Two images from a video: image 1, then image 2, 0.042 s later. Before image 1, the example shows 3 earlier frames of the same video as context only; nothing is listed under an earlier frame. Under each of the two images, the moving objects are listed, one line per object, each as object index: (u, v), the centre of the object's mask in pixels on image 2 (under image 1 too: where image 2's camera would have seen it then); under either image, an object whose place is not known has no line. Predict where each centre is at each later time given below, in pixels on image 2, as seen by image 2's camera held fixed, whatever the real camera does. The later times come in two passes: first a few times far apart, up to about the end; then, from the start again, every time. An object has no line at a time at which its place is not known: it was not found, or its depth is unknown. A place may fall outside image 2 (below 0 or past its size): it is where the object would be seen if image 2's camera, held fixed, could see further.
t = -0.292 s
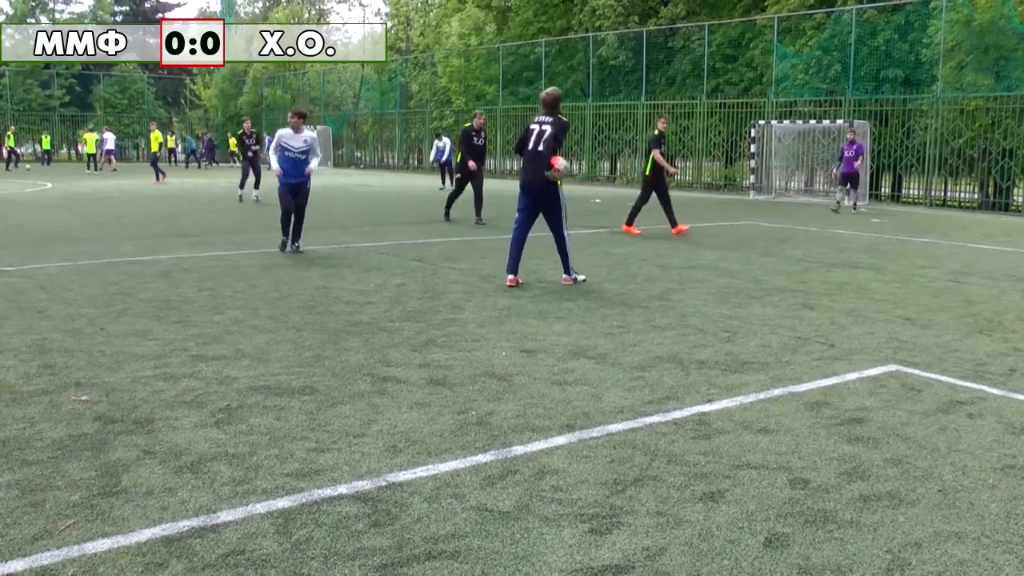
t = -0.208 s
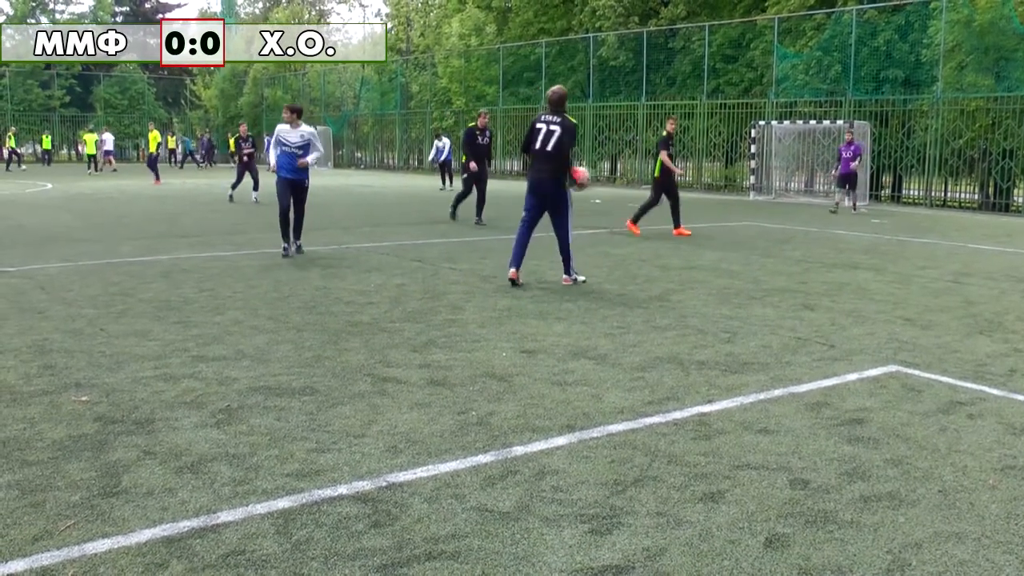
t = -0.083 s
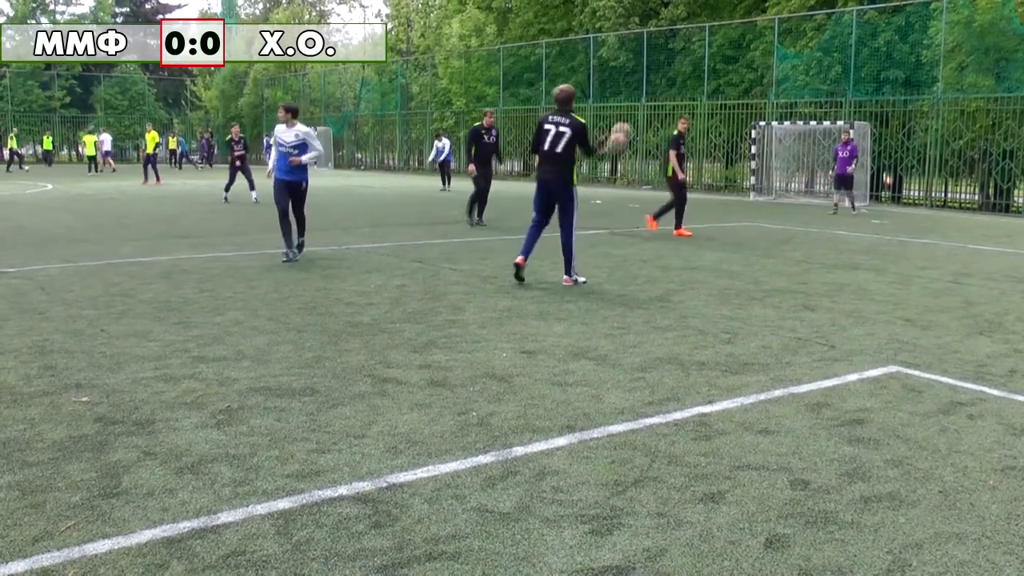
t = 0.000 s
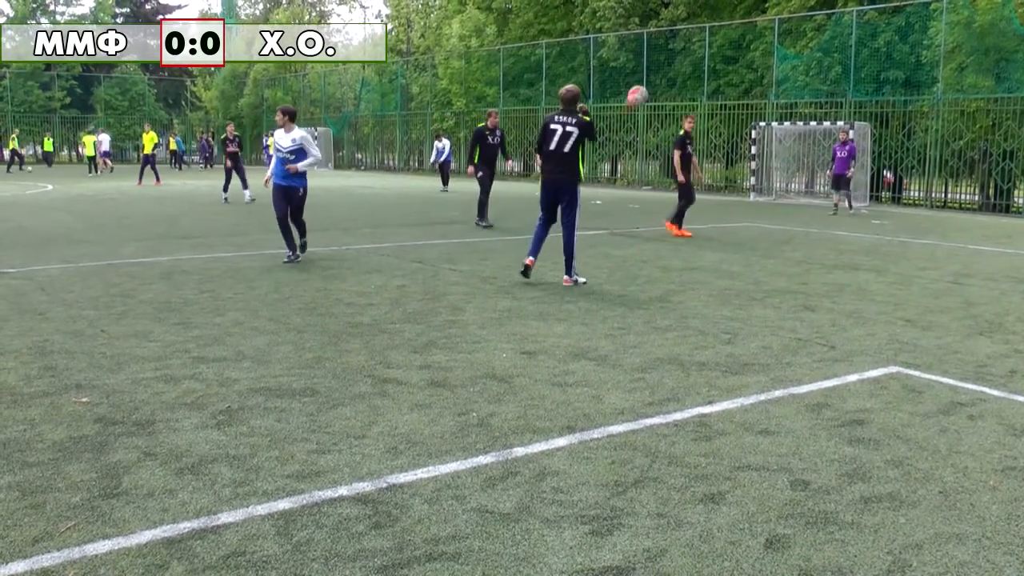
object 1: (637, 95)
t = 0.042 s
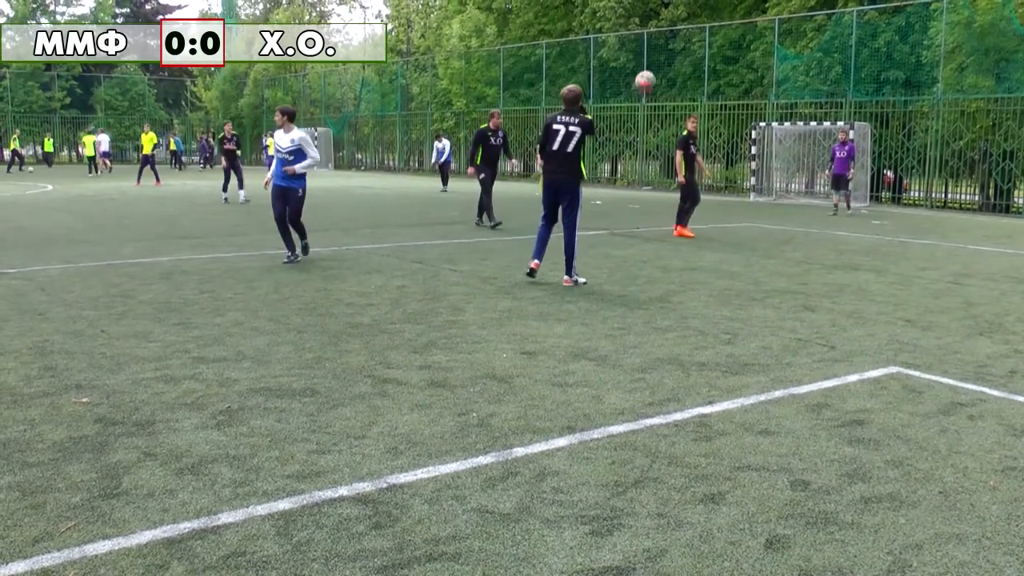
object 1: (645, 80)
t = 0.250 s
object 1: (678, 35)
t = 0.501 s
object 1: (709, 34)
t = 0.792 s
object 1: (736, 82)
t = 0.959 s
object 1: (746, 127)
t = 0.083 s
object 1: (652, 67)
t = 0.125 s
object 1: (659, 56)
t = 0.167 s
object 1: (666, 49)
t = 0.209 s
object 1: (672, 41)
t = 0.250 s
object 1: (678, 35)
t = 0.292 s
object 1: (683, 32)
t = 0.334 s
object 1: (689, 29)
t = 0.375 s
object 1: (694, 29)
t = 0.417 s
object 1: (699, 30)
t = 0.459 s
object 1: (705, 31)
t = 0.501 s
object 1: (709, 34)
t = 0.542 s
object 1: (714, 39)
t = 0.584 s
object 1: (718, 43)
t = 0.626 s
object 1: (722, 49)
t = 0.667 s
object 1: (725, 57)
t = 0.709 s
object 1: (729, 64)
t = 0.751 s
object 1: (733, 73)
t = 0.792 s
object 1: (736, 82)
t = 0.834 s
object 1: (738, 92)
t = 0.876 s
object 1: (742, 102)
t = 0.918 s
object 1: (744, 116)
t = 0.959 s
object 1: (746, 127)
